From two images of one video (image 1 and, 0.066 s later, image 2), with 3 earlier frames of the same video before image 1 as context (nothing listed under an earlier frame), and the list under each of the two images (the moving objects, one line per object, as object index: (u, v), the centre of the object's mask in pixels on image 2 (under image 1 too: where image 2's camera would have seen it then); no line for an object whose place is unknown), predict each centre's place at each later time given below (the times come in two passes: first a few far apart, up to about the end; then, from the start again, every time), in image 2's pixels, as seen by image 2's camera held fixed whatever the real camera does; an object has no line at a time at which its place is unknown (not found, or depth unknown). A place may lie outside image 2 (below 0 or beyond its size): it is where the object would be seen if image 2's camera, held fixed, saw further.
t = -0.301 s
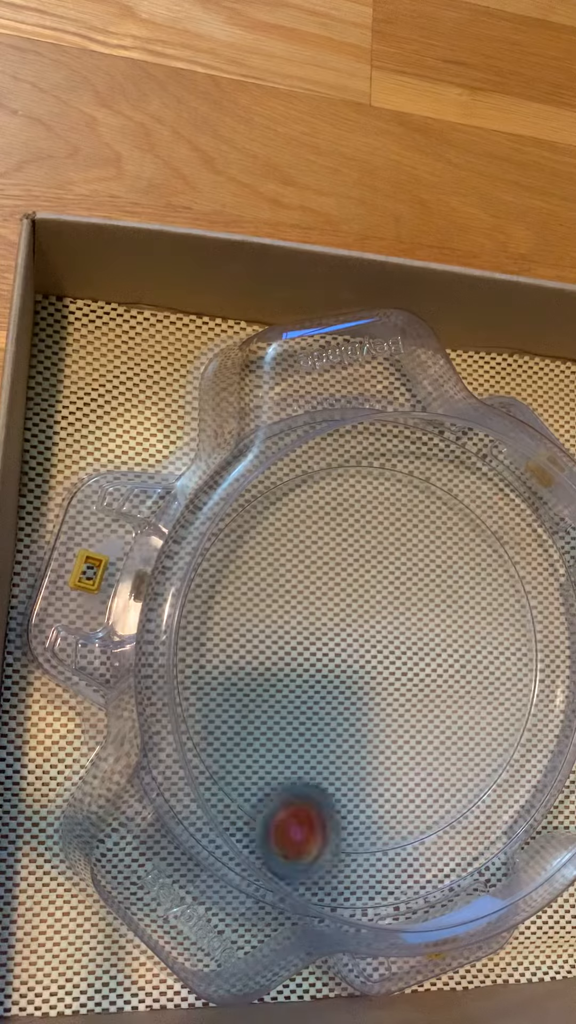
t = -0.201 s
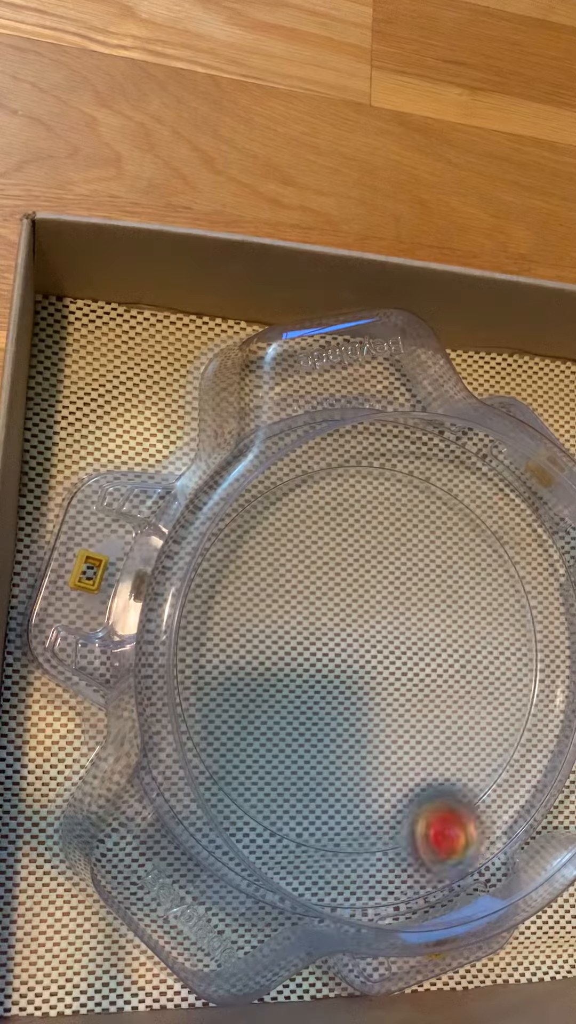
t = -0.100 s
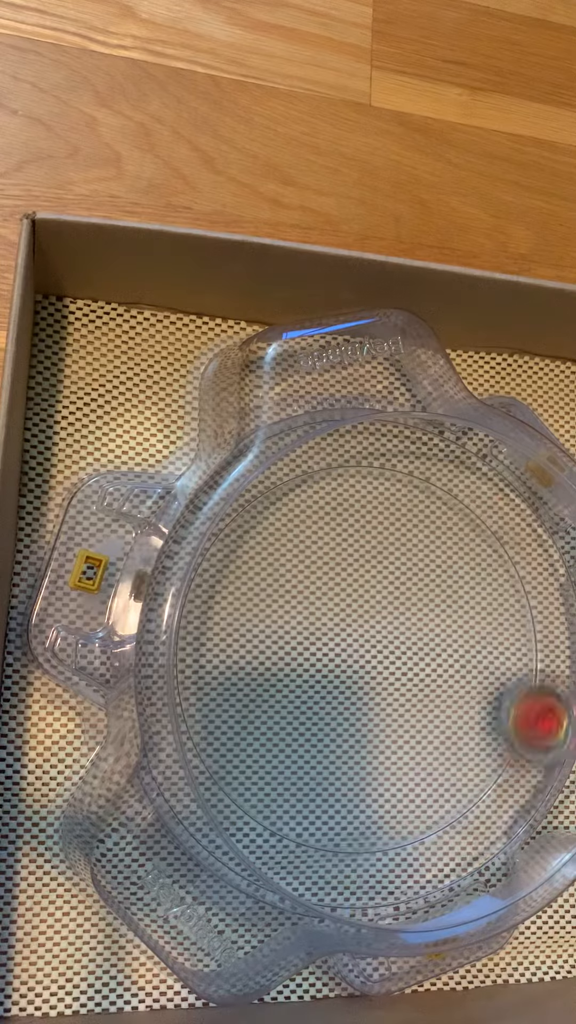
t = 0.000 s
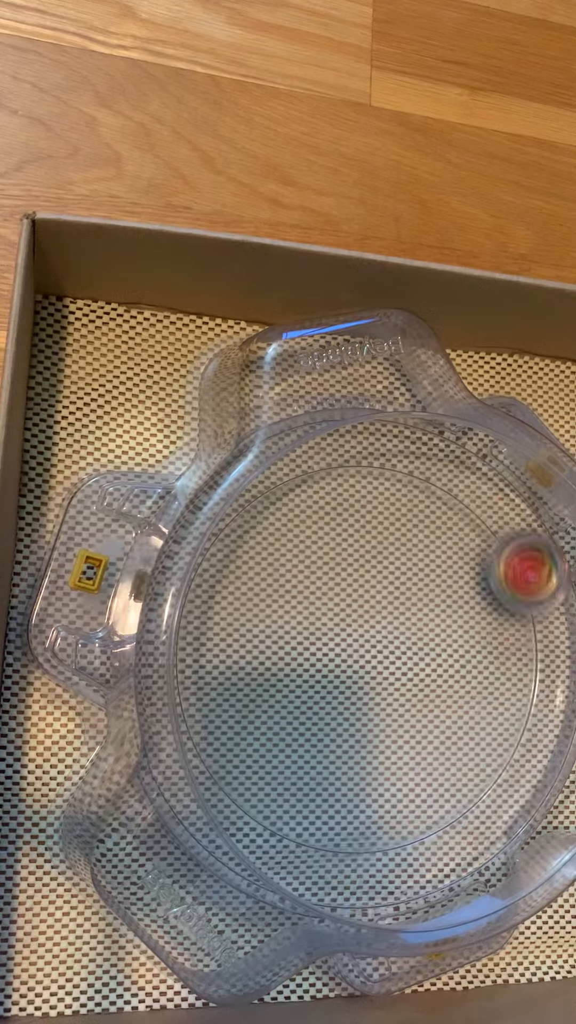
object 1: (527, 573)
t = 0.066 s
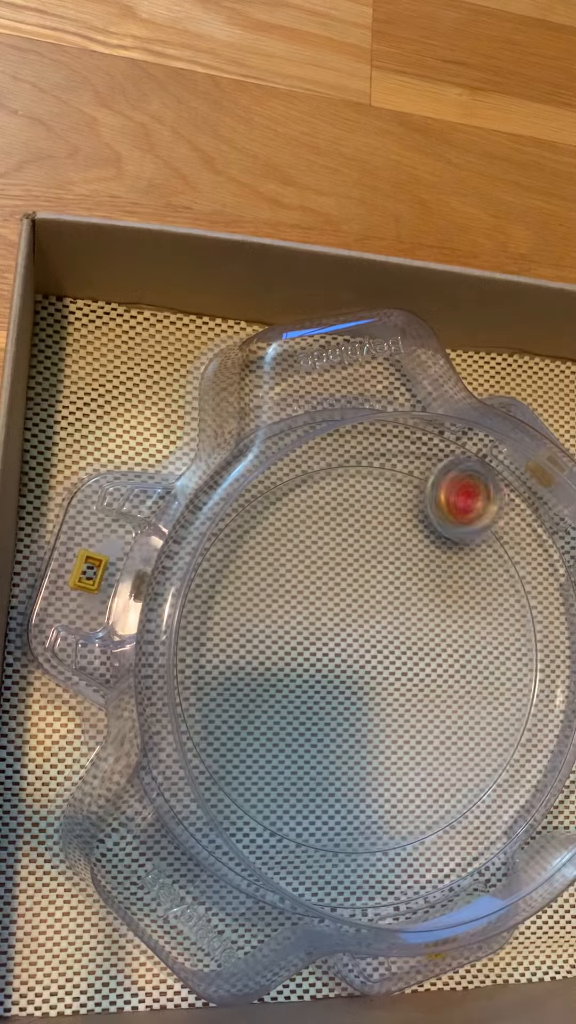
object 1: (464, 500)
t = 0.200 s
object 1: (281, 506)
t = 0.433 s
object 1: (284, 824)
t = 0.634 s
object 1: (532, 738)
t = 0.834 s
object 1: (439, 489)
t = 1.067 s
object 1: (205, 670)
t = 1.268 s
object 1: (406, 847)
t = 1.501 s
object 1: (524, 571)
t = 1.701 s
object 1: (282, 504)
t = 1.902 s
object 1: (238, 782)
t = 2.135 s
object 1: (524, 756)
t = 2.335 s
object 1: (463, 503)
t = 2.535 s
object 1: (227, 572)
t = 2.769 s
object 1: (347, 849)
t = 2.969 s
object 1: (543, 690)
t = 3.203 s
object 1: (364, 475)
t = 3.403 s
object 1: (201, 682)
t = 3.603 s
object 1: (399, 848)
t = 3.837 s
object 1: (537, 596)
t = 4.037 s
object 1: (324, 482)
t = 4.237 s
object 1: (206, 719)
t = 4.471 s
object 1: (469, 820)
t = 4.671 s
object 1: (530, 579)
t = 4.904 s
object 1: (278, 507)
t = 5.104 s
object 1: (224, 763)
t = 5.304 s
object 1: (460, 825)
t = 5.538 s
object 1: (518, 559)
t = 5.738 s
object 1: (299, 493)
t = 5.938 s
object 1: (212, 733)
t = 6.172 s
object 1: (465, 822)
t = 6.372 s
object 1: (535, 590)
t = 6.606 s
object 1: (298, 494)
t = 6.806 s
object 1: (208, 727)
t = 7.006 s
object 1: (417, 844)
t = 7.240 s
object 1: (539, 606)
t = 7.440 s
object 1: (359, 475)
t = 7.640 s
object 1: (207, 648)
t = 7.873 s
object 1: (377, 851)
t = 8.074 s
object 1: (541, 699)
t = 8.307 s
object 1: (418, 482)
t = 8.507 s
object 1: (226, 577)
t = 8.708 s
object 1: (267, 814)
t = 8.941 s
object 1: (515, 774)
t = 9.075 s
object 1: (542, 620)
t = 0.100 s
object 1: (418, 482)
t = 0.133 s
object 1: (372, 474)
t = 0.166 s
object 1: (324, 482)
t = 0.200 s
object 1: (281, 506)
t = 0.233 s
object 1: (246, 542)
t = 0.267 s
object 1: (220, 586)
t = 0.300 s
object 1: (209, 635)
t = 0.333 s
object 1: (202, 691)
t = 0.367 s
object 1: (219, 744)
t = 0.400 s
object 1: (245, 792)
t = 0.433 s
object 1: (284, 824)
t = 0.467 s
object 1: (330, 844)
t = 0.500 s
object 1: (380, 849)
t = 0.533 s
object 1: (427, 840)
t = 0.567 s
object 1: (471, 817)
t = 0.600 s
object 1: (507, 785)
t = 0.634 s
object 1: (532, 738)
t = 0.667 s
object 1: (541, 691)
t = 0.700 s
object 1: (542, 639)
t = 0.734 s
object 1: (536, 593)
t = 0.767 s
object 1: (512, 548)
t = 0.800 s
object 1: (480, 513)
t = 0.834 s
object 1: (439, 489)
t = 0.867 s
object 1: (392, 475)
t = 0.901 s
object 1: (342, 477)
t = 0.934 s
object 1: (298, 495)
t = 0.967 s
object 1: (260, 526)
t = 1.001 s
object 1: (228, 568)
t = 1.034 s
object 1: (212, 612)
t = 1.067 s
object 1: (205, 670)
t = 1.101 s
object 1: (208, 721)
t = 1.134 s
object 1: (230, 770)
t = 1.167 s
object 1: (265, 810)
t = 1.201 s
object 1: (308, 837)
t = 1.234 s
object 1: (360, 849)
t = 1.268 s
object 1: (406, 847)
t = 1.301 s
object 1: (451, 827)
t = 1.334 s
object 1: (490, 800)
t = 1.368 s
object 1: (520, 760)
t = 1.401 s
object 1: (539, 714)
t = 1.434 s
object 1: (543, 663)
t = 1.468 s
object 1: (541, 616)
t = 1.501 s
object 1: (524, 571)
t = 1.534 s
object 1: (497, 530)
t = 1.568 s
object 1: (462, 502)
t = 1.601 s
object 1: (418, 481)
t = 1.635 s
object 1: (371, 475)
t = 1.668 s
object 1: (324, 482)
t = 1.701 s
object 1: (282, 504)
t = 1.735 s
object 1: (246, 541)
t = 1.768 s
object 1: (221, 583)
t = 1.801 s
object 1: (209, 632)
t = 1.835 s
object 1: (203, 684)
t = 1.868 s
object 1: (216, 737)
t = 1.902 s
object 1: (238, 782)
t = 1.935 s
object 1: (275, 820)
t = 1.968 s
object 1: (321, 842)
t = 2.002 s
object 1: (368, 850)
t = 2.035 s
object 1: (416, 844)
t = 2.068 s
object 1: (459, 825)
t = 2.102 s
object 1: (496, 795)
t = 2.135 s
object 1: (524, 756)
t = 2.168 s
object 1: (540, 710)
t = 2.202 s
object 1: (545, 660)
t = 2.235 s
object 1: (541, 615)
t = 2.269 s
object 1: (524, 568)
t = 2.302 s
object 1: (496, 530)
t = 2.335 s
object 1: (463, 503)
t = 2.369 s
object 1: (420, 482)
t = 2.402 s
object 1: (377, 474)
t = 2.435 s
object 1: (330, 480)
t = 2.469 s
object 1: (288, 501)
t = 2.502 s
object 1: (255, 534)
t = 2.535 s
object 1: (227, 572)
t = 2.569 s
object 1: (211, 615)
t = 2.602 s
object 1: (206, 669)
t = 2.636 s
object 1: (209, 720)
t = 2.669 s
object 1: (228, 769)
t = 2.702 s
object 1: (261, 807)
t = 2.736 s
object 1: (300, 833)
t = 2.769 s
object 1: (347, 849)
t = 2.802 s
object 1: (393, 848)
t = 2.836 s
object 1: (440, 835)
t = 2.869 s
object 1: (478, 813)
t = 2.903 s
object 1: (511, 781)
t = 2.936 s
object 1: (536, 736)
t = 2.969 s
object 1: (543, 690)
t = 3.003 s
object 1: (543, 641)
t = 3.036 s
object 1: (537, 596)
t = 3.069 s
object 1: (518, 556)
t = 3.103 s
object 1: (487, 521)
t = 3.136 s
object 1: (450, 494)
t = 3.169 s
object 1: (409, 479)
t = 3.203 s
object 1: (364, 475)
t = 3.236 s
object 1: (320, 484)
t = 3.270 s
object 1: (280, 506)
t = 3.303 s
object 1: (245, 541)
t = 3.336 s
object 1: (223, 580)
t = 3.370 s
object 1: (208, 628)
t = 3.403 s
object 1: (201, 682)
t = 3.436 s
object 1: (211, 730)
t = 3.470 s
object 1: (234, 775)
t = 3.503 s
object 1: (268, 813)
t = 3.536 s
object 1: (308, 838)
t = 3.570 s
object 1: (355, 848)
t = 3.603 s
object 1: (399, 848)
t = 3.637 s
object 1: (444, 833)
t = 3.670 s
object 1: (481, 808)
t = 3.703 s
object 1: (513, 775)
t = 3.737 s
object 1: (535, 733)
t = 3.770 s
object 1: (543, 686)
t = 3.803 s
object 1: (543, 639)
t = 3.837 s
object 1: (537, 596)
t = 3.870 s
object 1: (515, 555)
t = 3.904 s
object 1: (487, 520)
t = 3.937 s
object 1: (452, 494)
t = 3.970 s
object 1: (412, 480)
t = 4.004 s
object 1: (366, 474)
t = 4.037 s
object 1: (324, 482)
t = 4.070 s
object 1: (284, 503)
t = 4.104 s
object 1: (252, 537)
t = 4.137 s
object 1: (227, 573)
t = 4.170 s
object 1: (211, 616)
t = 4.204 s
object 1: (201, 667)
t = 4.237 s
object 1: (206, 719)
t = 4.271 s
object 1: (227, 765)
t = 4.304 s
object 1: (258, 802)
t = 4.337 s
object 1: (296, 831)
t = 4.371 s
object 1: (338, 847)
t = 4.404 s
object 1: (384, 850)
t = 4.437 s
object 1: (430, 839)
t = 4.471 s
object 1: (469, 820)
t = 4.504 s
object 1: (500, 790)
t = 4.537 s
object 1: (527, 750)
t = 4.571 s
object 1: (540, 708)
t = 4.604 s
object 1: (544, 662)
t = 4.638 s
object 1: (541, 620)
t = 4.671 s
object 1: (530, 579)
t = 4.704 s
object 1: (507, 540)
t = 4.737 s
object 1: (478, 512)
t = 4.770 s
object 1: (440, 490)
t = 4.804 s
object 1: (398, 477)
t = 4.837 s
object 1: (359, 475)
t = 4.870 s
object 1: (316, 486)
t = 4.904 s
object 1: (278, 507)
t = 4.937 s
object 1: (248, 540)
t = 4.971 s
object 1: (225, 579)
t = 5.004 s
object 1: (210, 621)
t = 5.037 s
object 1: (205, 671)
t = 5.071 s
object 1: (207, 719)
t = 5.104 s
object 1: (224, 763)
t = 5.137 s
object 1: (253, 800)
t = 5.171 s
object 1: (292, 830)
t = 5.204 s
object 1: (333, 847)
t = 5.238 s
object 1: (377, 850)
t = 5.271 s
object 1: (421, 842)
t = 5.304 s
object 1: (460, 825)
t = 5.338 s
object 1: (493, 799)
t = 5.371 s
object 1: (518, 762)
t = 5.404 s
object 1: (536, 724)
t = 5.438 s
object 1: (544, 679)
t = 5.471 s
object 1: (544, 637)
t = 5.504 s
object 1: (538, 598)
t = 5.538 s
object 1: (518, 559)
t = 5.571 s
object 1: (492, 524)
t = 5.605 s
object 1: (460, 497)
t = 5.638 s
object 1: (423, 481)
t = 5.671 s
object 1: (380, 476)
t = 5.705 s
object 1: (338, 478)
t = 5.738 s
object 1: (299, 493)
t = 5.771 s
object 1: (266, 521)
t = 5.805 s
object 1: (238, 552)
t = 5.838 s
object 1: (219, 592)
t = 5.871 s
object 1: (208, 636)
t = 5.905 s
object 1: (202, 681)
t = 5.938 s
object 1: (212, 733)
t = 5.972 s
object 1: (232, 774)
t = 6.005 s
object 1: (264, 809)
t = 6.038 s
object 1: (300, 835)
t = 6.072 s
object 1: (341, 848)
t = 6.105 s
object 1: (387, 849)
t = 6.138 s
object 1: (428, 840)
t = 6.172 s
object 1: (465, 822)
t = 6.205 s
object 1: (499, 793)
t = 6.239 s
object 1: (524, 759)
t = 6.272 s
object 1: (539, 717)
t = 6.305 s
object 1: (544, 672)
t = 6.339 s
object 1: (544, 630)
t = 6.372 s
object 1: (535, 590)
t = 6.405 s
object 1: (514, 552)
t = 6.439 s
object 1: (487, 521)
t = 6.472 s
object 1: (454, 496)
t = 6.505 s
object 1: (416, 481)
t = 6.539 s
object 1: (378, 474)
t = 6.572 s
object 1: (337, 478)
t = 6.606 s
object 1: (298, 494)
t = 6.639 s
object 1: (266, 521)
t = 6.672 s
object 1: (238, 554)
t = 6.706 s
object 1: (219, 591)
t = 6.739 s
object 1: (208, 634)
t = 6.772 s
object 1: (200, 680)
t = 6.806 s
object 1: (208, 727)
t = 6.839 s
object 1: (230, 769)
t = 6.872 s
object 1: (257, 803)
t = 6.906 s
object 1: (294, 831)
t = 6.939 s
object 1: (333, 846)
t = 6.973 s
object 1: (374, 849)
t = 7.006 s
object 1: (417, 844)
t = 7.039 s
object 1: (453, 828)
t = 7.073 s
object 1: (489, 804)
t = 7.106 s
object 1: (517, 772)
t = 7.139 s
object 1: (534, 731)
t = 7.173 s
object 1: (542, 690)
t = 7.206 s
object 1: (544, 647)
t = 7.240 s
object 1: (539, 606)
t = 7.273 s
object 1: (526, 570)
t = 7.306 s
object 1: (502, 537)
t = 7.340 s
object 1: (472, 509)
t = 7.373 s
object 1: (436, 489)
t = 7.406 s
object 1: (398, 477)
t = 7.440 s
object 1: (359, 475)
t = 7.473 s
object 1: (320, 485)
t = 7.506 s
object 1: (285, 503)
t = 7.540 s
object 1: (254, 529)
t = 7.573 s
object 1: (231, 565)
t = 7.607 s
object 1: (214, 606)
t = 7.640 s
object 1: (207, 648)
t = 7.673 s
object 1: (201, 694)
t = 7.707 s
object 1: (213, 736)
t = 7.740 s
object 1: (234, 773)
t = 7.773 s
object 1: (264, 808)
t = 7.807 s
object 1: (297, 833)
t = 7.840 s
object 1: (336, 847)
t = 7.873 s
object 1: (377, 851)
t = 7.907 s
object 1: (417, 844)
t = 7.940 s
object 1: (452, 828)
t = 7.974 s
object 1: (486, 807)
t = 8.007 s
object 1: (512, 776)
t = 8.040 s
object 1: (533, 740)
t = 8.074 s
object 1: (541, 699)
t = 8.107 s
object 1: (544, 659)
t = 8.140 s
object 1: (541, 621)
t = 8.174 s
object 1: (531, 583)
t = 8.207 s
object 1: (512, 548)
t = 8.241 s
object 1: (487, 519)
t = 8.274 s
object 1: (454, 497)
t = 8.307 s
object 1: (418, 482)
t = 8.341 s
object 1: (380, 475)
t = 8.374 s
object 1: (342, 476)
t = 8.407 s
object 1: (305, 489)
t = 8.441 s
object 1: (275, 512)
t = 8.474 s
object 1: (246, 542)
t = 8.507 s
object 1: (226, 577)
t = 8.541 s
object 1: (212, 617)
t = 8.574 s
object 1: (200, 659)
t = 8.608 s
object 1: (203, 702)
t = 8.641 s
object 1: (215, 743)
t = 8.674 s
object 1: (237, 782)
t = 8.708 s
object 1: (267, 814)
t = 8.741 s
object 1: (302, 836)
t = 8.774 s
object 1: (340, 848)
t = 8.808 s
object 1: (381, 850)
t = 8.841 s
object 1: (420, 842)
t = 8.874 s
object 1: (457, 826)
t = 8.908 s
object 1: (488, 803)
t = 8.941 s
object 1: (515, 774)
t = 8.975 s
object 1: (534, 739)
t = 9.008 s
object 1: (542, 700)
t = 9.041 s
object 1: (545, 659)
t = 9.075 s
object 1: (542, 620)
